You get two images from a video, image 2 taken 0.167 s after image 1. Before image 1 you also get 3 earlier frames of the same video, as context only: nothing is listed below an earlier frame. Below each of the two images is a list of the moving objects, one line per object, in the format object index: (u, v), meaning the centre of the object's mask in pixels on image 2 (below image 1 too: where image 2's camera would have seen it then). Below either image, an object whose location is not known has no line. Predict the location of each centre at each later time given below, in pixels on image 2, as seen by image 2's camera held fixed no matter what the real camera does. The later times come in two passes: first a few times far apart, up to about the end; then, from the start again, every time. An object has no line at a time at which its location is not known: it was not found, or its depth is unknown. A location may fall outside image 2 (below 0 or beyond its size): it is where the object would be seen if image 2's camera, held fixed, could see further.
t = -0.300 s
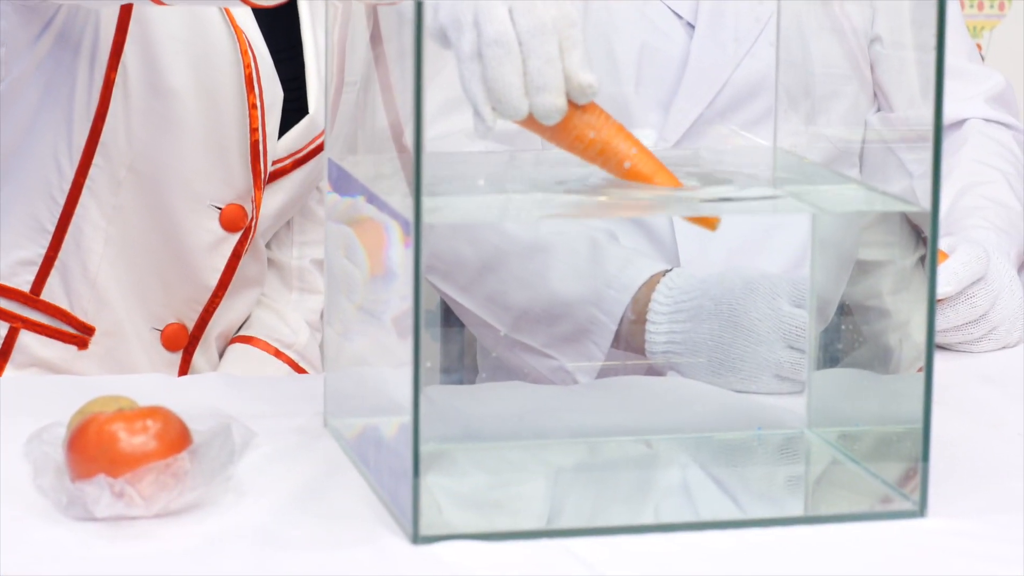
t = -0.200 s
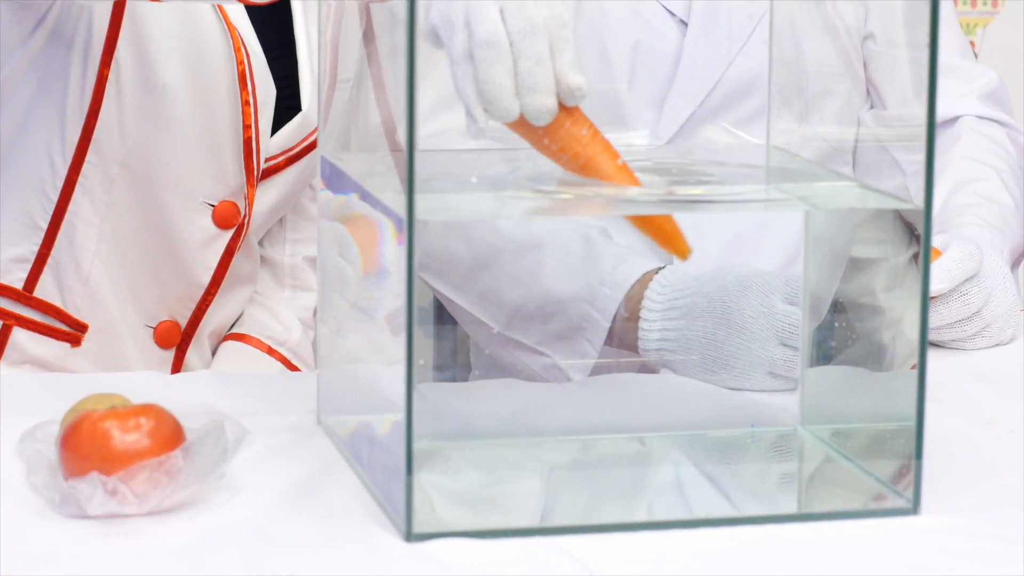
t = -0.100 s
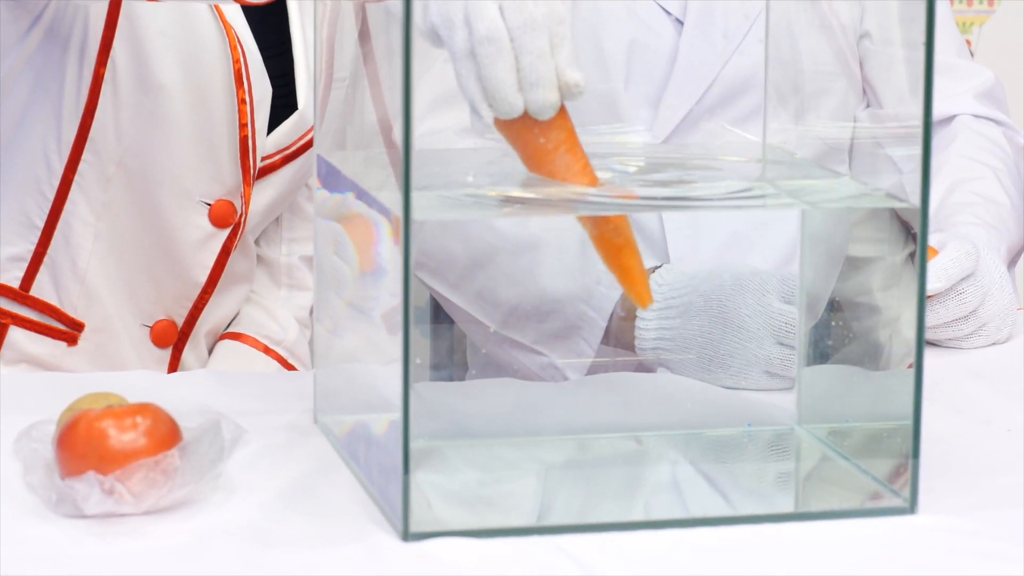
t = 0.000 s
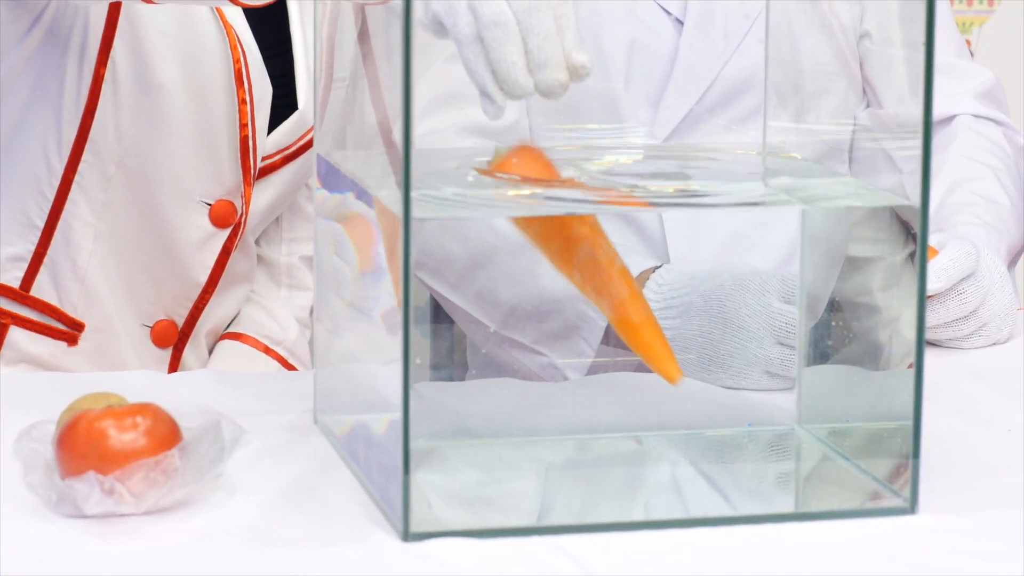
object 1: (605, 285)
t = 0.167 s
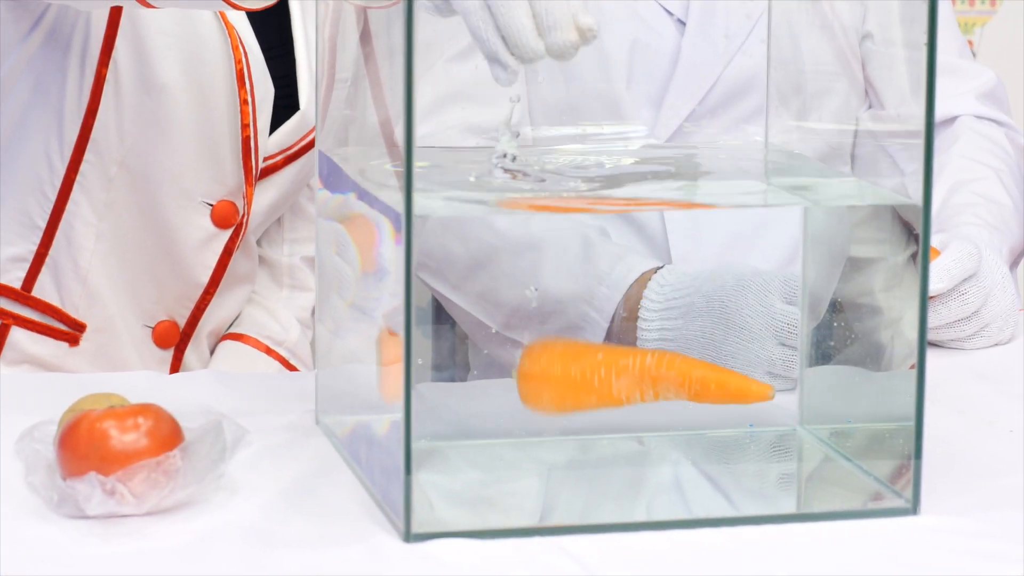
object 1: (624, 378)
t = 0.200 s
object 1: (627, 394)
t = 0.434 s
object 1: (644, 413)
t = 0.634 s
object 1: (648, 400)
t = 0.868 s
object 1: (655, 402)
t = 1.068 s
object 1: (658, 413)
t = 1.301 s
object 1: (668, 435)
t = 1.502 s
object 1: (674, 443)
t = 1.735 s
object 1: (679, 444)
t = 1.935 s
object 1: (680, 446)
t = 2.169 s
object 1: (680, 446)
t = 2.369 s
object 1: (680, 445)
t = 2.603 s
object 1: (680, 445)
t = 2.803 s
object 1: (679, 444)
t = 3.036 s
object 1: (679, 444)
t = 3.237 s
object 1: (679, 444)
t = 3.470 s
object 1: (679, 444)
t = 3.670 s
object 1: (679, 444)
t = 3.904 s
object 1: (679, 444)
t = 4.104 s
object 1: (679, 444)
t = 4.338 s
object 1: (680, 445)
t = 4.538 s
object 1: (680, 445)
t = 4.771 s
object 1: (680, 445)
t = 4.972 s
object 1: (680, 446)
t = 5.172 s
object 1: (681, 446)
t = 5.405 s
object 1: (681, 447)
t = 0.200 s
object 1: (627, 394)
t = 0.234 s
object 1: (630, 408)
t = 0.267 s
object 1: (634, 412)
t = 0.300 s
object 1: (639, 412)
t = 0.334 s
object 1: (641, 413)
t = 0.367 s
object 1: (643, 414)
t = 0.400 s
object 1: (644, 415)
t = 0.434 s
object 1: (644, 413)
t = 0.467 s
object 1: (644, 410)
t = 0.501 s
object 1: (645, 407)
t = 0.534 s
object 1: (645, 405)
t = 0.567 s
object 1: (646, 403)
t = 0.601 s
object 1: (646, 401)
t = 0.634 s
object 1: (648, 400)
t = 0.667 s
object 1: (649, 400)
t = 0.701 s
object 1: (650, 399)
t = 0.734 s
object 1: (651, 399)
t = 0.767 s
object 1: (652, 399)
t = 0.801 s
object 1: (653, 400)
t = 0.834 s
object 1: (654, 401)
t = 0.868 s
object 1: (655, 402)
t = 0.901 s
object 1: (655, 403)
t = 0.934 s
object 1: (656, 405)
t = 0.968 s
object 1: (656, 406)
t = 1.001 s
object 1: (657, 408)
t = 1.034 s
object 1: (657, 411)
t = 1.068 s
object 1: (658, 413)
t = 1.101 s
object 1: (659, 416)
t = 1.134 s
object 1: (660, 418)
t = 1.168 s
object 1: (662, 421)
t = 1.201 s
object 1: (663, 425)
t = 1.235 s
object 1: (664, 428)
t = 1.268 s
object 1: (666, 432)
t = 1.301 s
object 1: (668, 435)
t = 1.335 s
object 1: (669, 438)
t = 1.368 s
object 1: (670, 441)
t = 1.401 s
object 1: (671, 444)
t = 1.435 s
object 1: (672, 445)
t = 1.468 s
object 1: (673, 444)
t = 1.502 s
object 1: (674, 443)
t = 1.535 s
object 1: (674, 443)
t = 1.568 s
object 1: (675, 442)
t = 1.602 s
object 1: (676, 442)
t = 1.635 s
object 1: (677, 443)
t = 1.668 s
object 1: (677, 443)
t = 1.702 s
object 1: (678, 443)
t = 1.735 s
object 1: (679, 444)
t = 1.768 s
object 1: (679, 444)
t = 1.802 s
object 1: (680, 445)
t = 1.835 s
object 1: (680, 446)
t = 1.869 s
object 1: (680, 446)
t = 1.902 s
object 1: (680, 446)
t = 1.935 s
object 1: (680, 446)
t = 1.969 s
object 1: (680, 446)
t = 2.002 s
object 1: (680, 446)
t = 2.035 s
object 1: (680, 446)
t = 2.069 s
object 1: (680, 446)
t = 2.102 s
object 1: (680, 446)
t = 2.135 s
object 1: (680, 446)
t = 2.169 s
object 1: (680, 446)
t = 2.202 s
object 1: (680, 446)
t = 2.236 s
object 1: (680, 446)
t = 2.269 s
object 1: (680, 445)
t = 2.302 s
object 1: (680, 445)
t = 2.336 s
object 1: (680, 445)
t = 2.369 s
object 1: (680, 445)
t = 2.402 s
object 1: (680, 445)
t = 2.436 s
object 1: (680, 445)
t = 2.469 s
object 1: (680, 445)
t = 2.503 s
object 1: (680, 445)
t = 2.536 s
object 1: (680, 445)
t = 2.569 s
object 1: (680, 445)
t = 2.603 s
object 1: (680, 445)
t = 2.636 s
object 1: (680, 445)
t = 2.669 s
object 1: (679, 444)
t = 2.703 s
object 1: (679, 444)
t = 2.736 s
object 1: (679, 444)
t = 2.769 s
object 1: (679, 444)
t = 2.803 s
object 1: (679, 444)
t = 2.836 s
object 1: (679, 444)
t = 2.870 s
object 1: (679, 444)
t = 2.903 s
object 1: (679, 444)
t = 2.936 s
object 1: (679, 444)
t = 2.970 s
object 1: (679, 444)
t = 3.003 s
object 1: (679, 444)
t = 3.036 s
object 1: (679, 444)
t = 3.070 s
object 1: (679, 444)
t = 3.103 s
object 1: (679, 444)
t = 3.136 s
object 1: (679, 444)
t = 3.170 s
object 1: (679, 444)
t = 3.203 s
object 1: (679, 444)
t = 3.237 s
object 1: (679, 444)
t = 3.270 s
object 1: (679, 444)
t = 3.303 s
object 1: (679, 444)
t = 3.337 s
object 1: (679, 444)
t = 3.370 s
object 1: (679, 444)
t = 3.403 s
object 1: (679, 444)
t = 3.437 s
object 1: (679, 444)
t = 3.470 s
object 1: (679, 444)
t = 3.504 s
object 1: (679, 444)
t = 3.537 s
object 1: (679, 444)
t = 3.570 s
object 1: (679, 444)
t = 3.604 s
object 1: (679, 444)
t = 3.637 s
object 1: (679, 444)
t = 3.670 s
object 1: (679, 444)
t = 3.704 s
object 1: (679, 444)
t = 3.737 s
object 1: (679, 444)
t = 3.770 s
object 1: (679, 444)
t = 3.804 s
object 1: (679, 444)
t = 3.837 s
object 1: (679, 444)
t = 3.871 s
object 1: (679, 444)
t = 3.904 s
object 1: (679, 444)
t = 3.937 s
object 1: (679, 444)
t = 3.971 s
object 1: (679, 444)
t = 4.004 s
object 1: (679, 444)
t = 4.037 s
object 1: (679, 444)
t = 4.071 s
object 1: (679, 444)
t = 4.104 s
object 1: (679, 444)
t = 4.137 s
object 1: (679, 444)
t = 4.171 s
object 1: (679, 444)
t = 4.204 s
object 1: (679, 444)
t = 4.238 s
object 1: (679, 444)
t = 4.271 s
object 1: (680, 444)
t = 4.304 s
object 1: (680, 445)
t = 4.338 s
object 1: (680, 445)
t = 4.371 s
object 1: (680, 445)
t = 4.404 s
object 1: (680, 445)
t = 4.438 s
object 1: (680, 445)
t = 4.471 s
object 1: (680, 445)
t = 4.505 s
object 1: (680, 445)
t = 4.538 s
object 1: (680, 445)
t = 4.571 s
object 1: (680, 445)
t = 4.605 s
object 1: (680, 445)
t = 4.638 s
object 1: (680, 445)
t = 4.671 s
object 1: (680, 445)
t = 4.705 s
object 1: (680, 445)
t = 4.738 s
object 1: (680, 445)
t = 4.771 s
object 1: (680, 445)
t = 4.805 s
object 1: (680, 445)
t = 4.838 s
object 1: (680, 446)
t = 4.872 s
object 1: (680, 446)
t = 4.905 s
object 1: (680, 446)
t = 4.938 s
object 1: (680, 446)
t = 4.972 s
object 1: (680, 446)
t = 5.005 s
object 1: (680, 446)
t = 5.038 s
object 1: (680, 446)
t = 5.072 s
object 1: (680, 446)
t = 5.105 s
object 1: (680, 446)
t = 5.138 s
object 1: (680, 446)
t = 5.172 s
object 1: (681, 446)
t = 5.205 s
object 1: (680, 446)
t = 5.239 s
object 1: (681, 446)
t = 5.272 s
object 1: (680, 446)
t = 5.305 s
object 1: (681, 446)
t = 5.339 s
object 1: (681, 447)
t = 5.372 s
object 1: (681, 447)
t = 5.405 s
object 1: (681, 447)
